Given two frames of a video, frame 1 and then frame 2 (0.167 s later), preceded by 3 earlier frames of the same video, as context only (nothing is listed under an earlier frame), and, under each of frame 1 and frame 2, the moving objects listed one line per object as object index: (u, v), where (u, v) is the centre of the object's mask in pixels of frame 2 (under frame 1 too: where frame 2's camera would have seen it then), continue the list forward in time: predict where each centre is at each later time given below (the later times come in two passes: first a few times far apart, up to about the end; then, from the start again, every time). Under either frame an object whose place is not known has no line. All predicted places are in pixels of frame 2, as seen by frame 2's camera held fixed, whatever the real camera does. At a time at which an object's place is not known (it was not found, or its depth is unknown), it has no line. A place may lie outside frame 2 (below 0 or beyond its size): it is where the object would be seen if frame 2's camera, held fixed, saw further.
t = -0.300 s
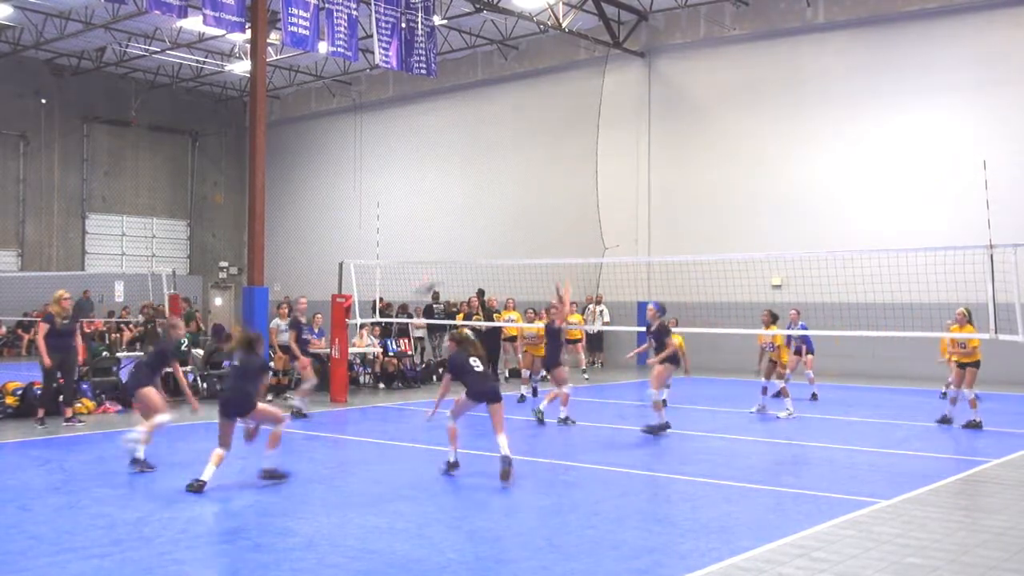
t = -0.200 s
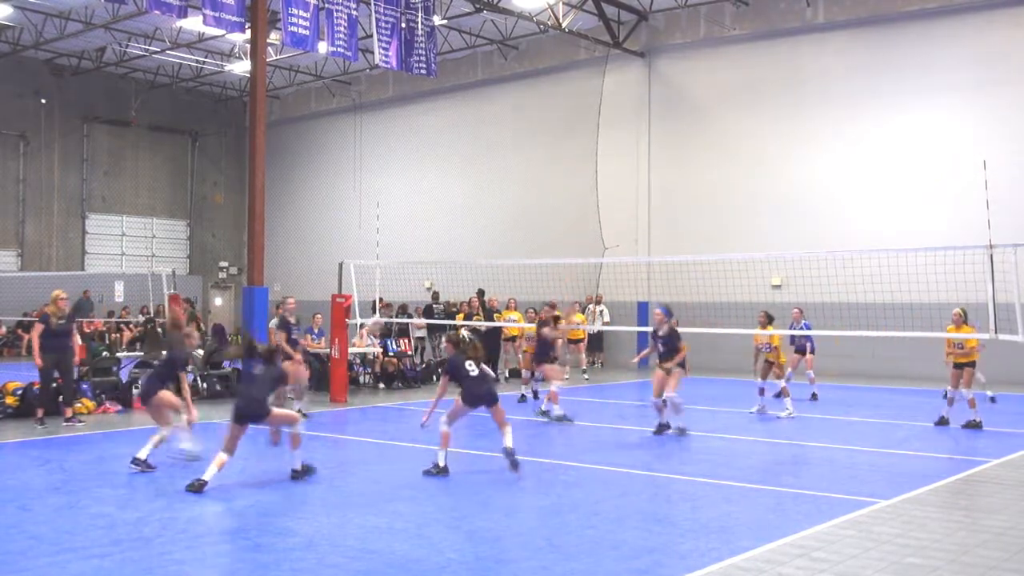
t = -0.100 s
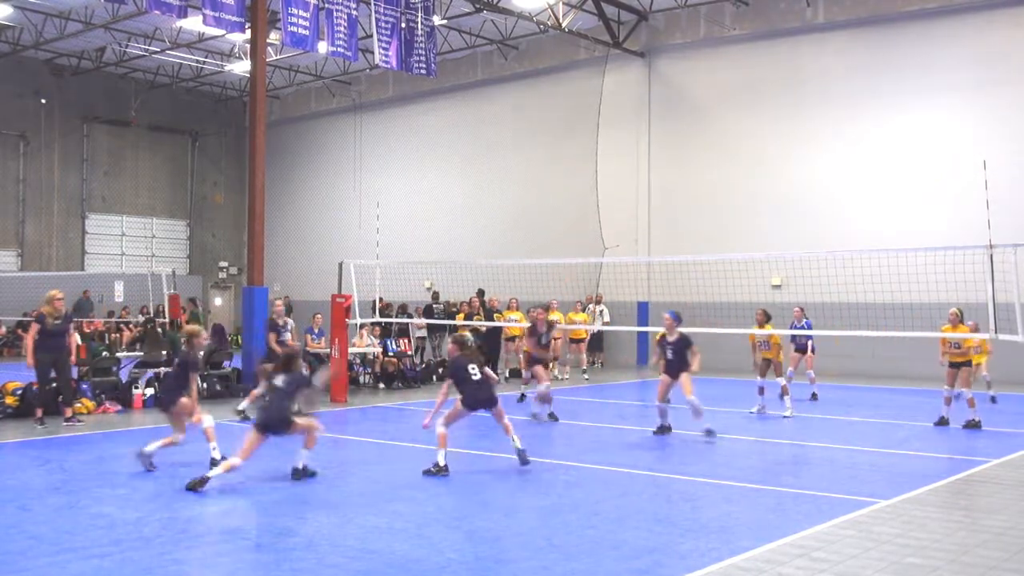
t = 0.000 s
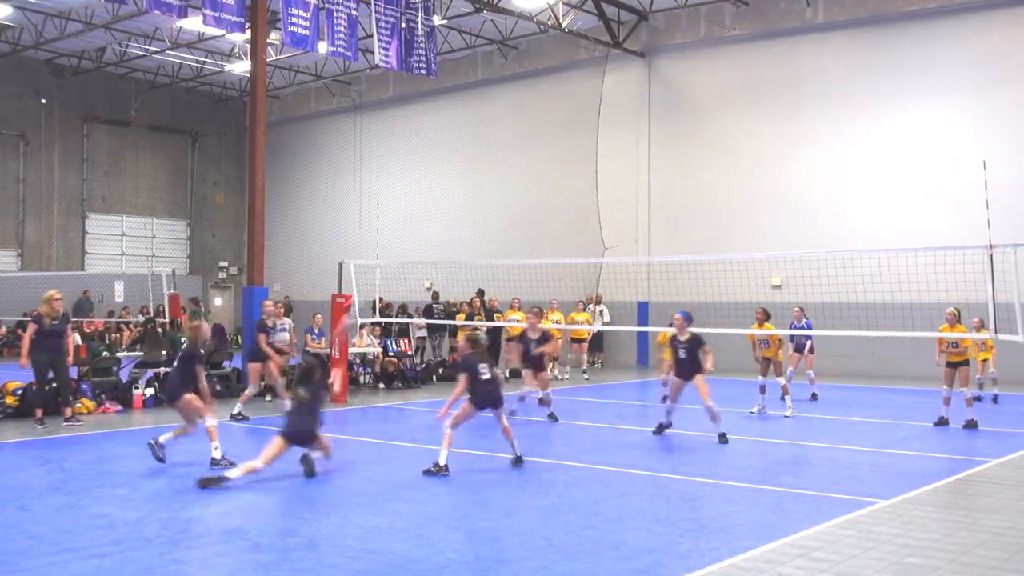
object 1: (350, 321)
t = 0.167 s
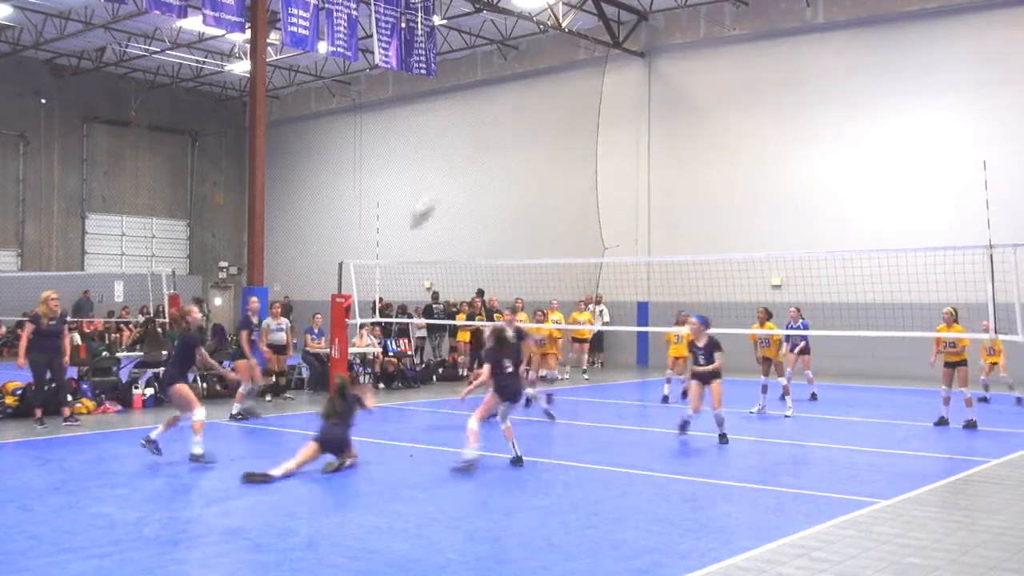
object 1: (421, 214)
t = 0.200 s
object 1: (436, 193)
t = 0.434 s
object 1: (523, 96)
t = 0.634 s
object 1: (592, 52)
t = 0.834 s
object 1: (655, 49)
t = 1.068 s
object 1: (732, 91)
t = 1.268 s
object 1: (790, 157)
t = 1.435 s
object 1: (836, 235)
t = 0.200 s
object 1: (436, 193)
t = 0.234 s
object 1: (448, 173)
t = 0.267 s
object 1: (461, 160)
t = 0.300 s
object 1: (474, 144)
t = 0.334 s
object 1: (485, 131)
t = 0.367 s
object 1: (499, 116)
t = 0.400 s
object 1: (511, 106)
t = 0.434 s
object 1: (523, 96)
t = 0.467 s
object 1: (535, 86)
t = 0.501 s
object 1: (547, 79)
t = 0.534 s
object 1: (558, 70)
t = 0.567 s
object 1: (567, 63)
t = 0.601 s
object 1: (579, 58)
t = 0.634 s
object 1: (592, 52)
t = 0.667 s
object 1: (603, 49)
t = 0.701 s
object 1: (613, 48)
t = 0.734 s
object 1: (629, 46)
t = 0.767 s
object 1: (636, 46)
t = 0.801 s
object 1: (647, 46)
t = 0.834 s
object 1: (655, 49)
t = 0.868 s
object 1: (668, 54)
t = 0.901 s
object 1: (679, 57)
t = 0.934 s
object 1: (691, 63)
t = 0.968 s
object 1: (700, 68)
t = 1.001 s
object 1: (711, 75)
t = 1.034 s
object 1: (721, 82)
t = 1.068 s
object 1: (732, 91)
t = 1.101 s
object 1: (741, 99)
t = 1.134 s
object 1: (751, 112)
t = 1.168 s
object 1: (761, 121)
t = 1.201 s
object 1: (771, 133)
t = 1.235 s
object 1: (780, 146)
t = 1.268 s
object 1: (790, 157)
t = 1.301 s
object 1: (799, 173)
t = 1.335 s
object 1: (809, 187)
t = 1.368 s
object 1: (818, 202)
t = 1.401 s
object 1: (828, 220)
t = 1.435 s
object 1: (836, 235)
